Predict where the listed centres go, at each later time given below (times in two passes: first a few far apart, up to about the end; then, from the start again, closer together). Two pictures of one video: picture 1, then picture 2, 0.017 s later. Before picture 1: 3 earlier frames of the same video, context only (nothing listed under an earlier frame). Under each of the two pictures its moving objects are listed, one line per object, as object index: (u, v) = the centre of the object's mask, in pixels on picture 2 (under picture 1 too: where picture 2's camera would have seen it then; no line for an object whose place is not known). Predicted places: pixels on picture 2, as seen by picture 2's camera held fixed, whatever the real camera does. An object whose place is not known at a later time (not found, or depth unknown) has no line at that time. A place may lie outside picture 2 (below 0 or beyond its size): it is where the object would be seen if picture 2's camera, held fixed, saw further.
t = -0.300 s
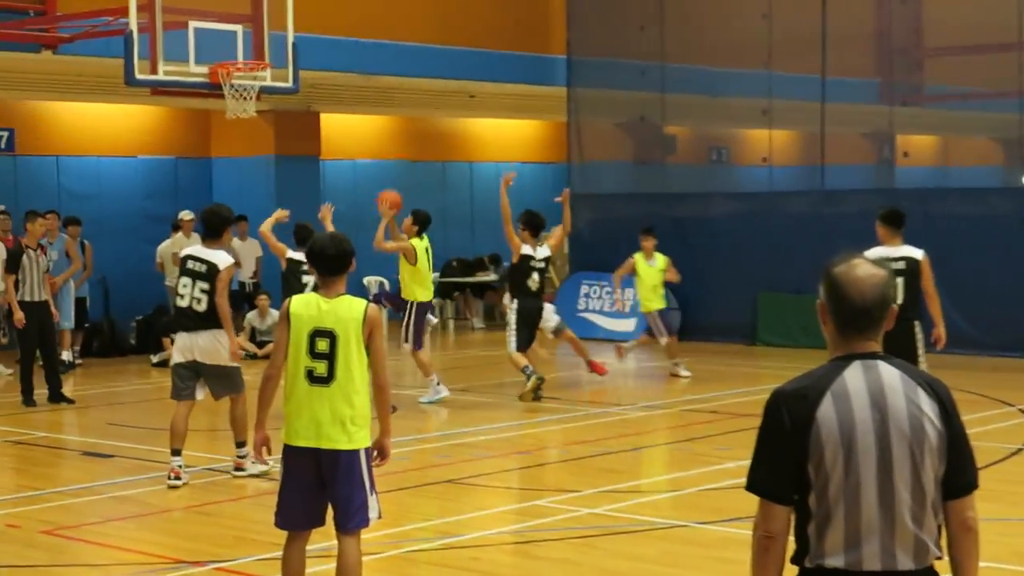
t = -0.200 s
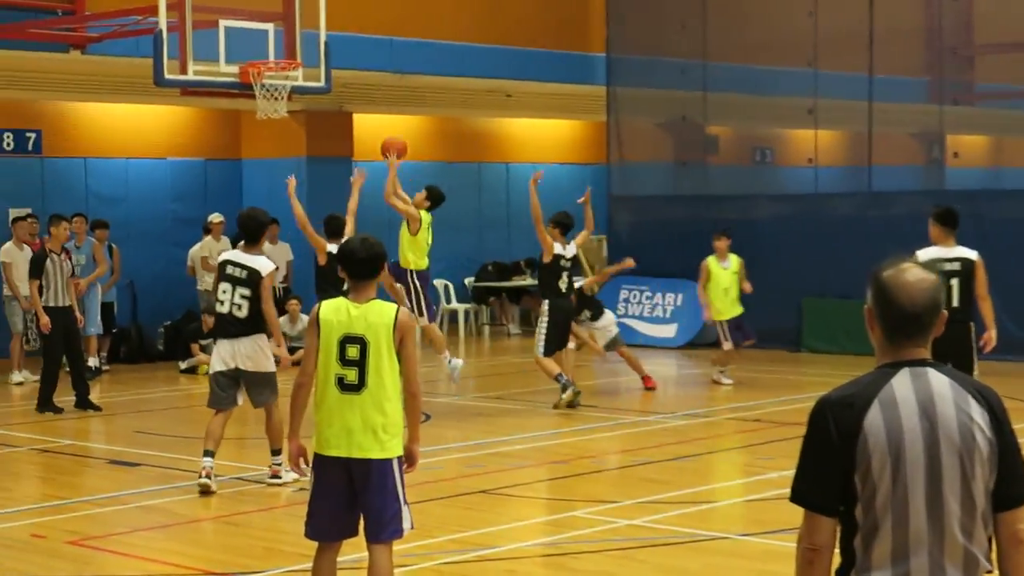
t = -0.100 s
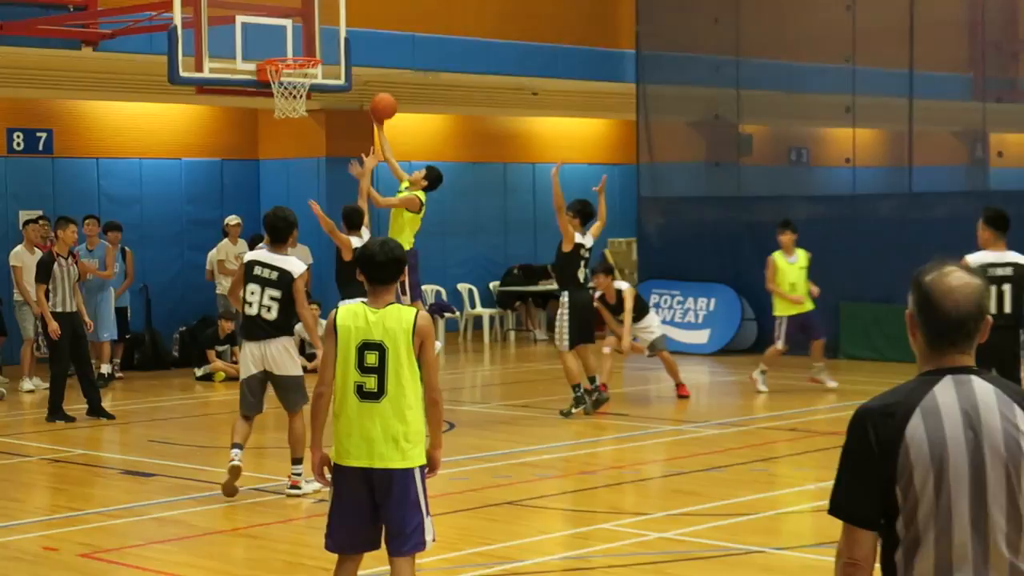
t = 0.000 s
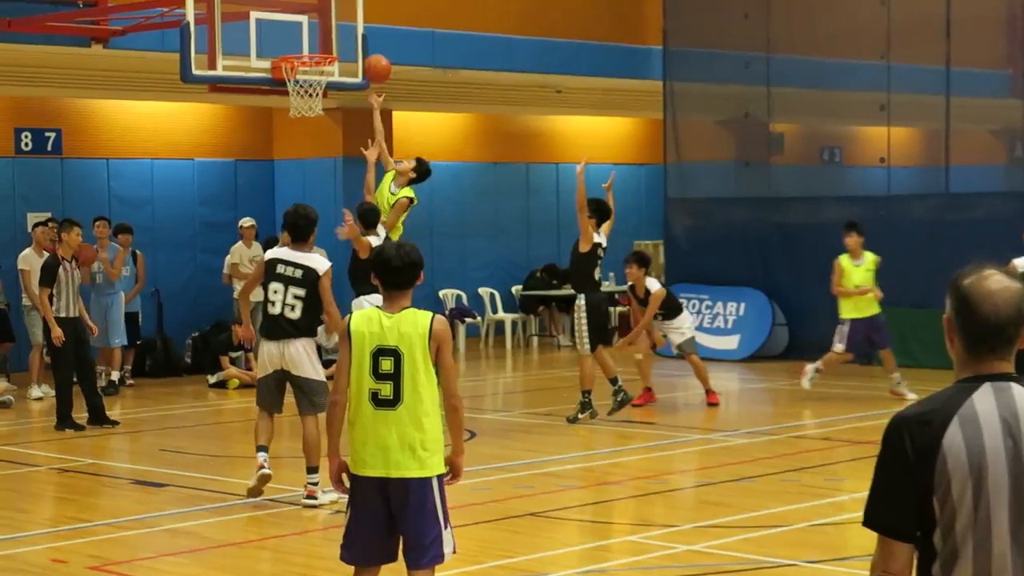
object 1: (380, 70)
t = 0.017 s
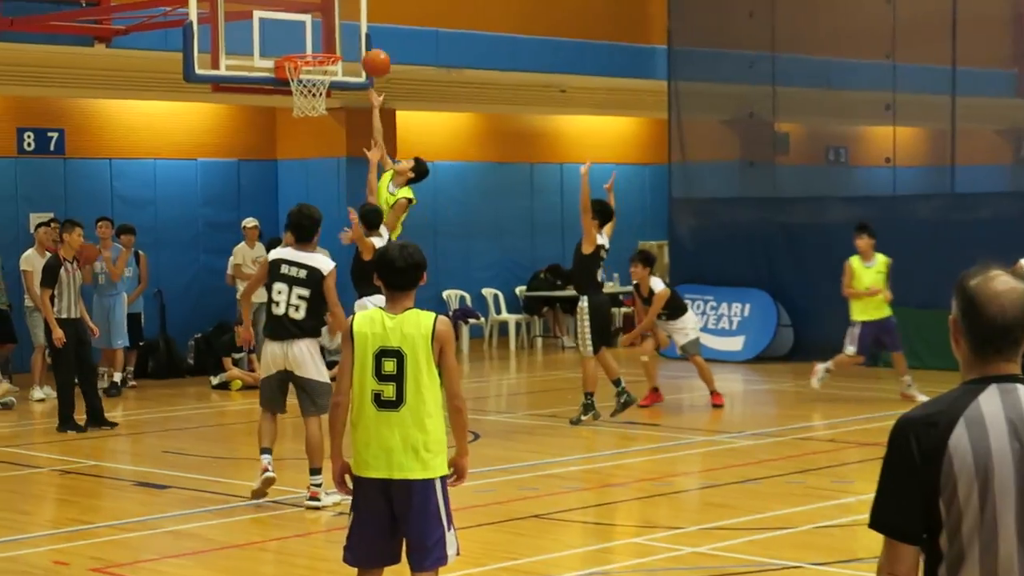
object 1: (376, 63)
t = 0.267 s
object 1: (309, 24)
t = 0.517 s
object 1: (288, 45)
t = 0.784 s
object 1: (305, 45)
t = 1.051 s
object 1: (321, 46)
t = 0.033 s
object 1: (371, 58)
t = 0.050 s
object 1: (367, 54)
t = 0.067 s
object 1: (363, 50)
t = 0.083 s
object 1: (358, 46)
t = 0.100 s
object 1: (353, 40)
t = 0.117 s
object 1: (348, 37)
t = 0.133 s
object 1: (345, 35)
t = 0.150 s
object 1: (342, 31)
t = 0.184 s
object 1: (332, 26)
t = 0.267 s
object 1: (309, 24)
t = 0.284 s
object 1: (306, 23)
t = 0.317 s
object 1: (298, 27)
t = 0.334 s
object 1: (296, 26)
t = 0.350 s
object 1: (295, 27)
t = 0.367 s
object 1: (294, 28)
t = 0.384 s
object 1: (293, 28)
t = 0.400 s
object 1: (293, 30)
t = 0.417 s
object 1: (292, 31)
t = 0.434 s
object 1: (291, 34)
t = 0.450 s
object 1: (291, 36)
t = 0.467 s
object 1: (290, 39)
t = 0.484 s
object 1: (289, 42)
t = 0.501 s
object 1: (289, 44)
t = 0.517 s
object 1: (288, 45)
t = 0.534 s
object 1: (289, 44)
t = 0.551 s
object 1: (291, 42)
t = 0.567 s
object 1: (292, 41)
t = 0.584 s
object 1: (293, 39)
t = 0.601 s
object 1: (293, 37)
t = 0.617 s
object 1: (294, 37)
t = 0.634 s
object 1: (295, 38)
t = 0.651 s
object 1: (297, 37)
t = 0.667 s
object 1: (297, 39)
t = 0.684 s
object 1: (299, 40)
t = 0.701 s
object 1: (300, 39)
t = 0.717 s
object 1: (300, 41)
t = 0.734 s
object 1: (301, 42)
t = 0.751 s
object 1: (303, 43)
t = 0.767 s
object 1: (303, 46)
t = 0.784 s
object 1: (305, 45)
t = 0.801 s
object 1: (305, 43)
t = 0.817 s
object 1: (306, 42)
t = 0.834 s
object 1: (308, 42)
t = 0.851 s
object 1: (309, 41)
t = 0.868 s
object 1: (310, 41)
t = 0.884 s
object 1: (312, 42)
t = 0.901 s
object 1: (313, 42)
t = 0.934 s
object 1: (315, 45)
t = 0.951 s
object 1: (316, 44)
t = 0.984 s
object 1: (318, 44)
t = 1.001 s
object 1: (319, 44)
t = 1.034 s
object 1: (321, 45)
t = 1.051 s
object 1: (321, 46)
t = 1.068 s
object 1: (322, 47)
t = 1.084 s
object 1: (323, 48)
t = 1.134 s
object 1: (326, 53)
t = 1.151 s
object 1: (326, 55)
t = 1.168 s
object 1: (327, 58)
